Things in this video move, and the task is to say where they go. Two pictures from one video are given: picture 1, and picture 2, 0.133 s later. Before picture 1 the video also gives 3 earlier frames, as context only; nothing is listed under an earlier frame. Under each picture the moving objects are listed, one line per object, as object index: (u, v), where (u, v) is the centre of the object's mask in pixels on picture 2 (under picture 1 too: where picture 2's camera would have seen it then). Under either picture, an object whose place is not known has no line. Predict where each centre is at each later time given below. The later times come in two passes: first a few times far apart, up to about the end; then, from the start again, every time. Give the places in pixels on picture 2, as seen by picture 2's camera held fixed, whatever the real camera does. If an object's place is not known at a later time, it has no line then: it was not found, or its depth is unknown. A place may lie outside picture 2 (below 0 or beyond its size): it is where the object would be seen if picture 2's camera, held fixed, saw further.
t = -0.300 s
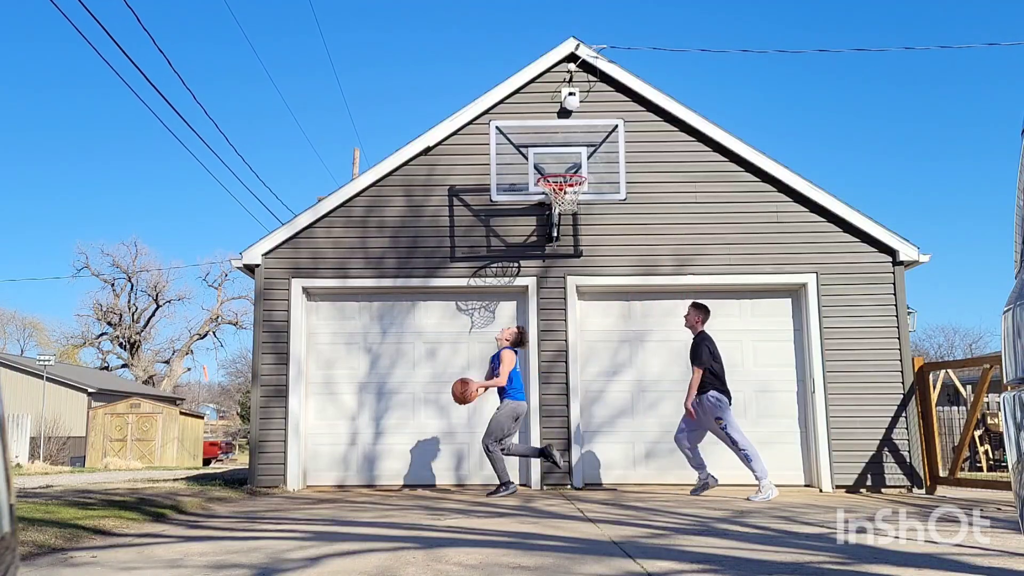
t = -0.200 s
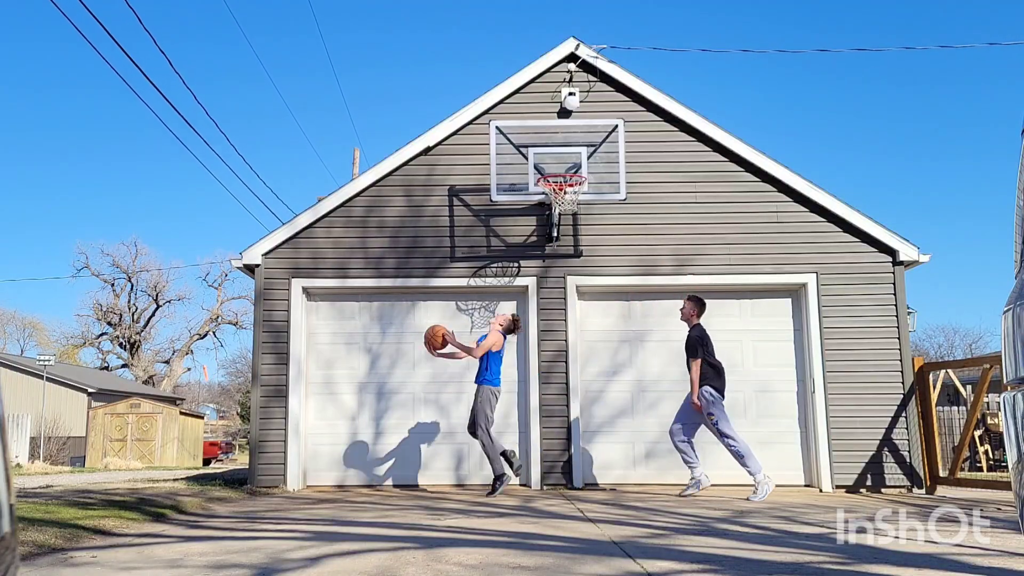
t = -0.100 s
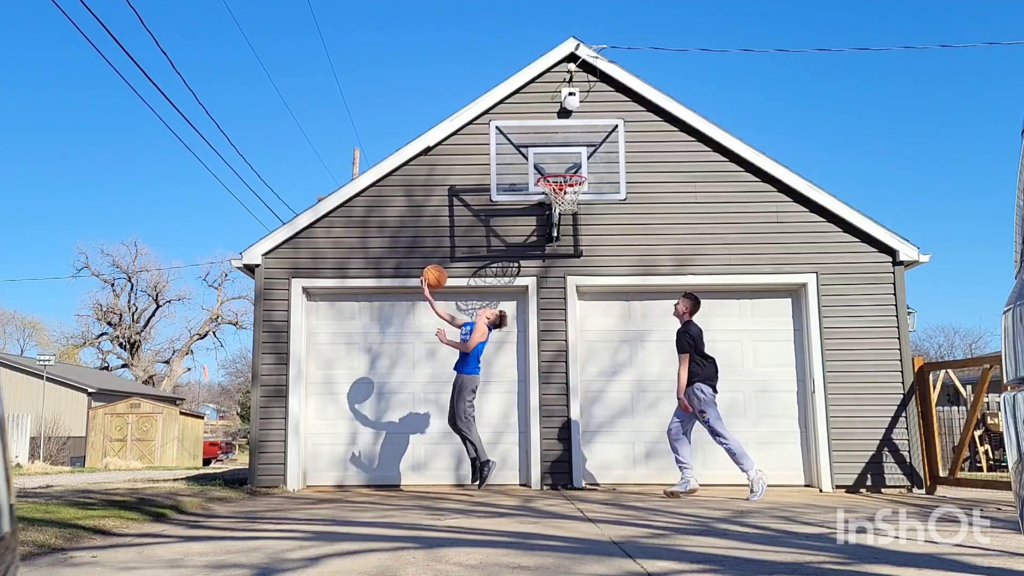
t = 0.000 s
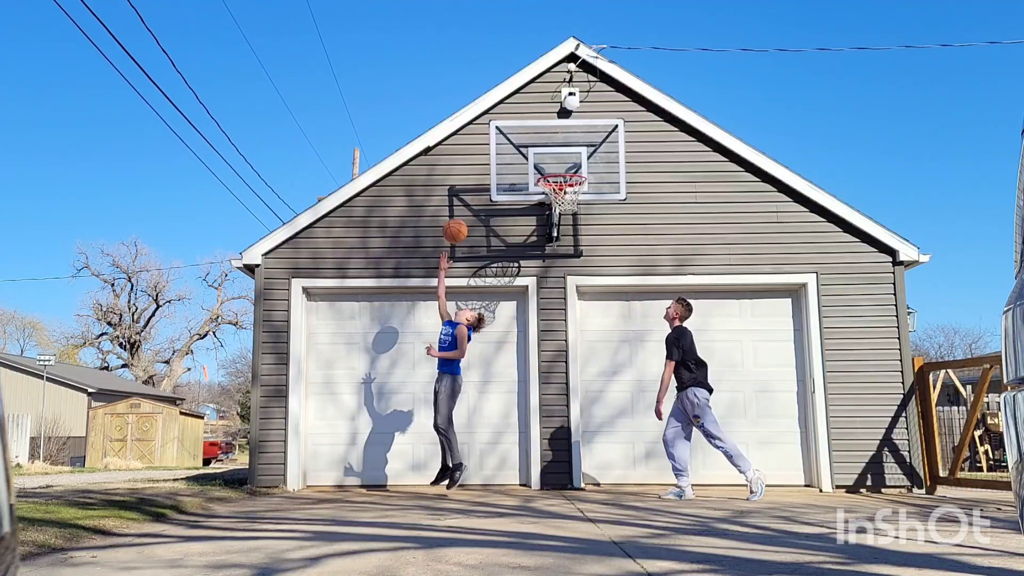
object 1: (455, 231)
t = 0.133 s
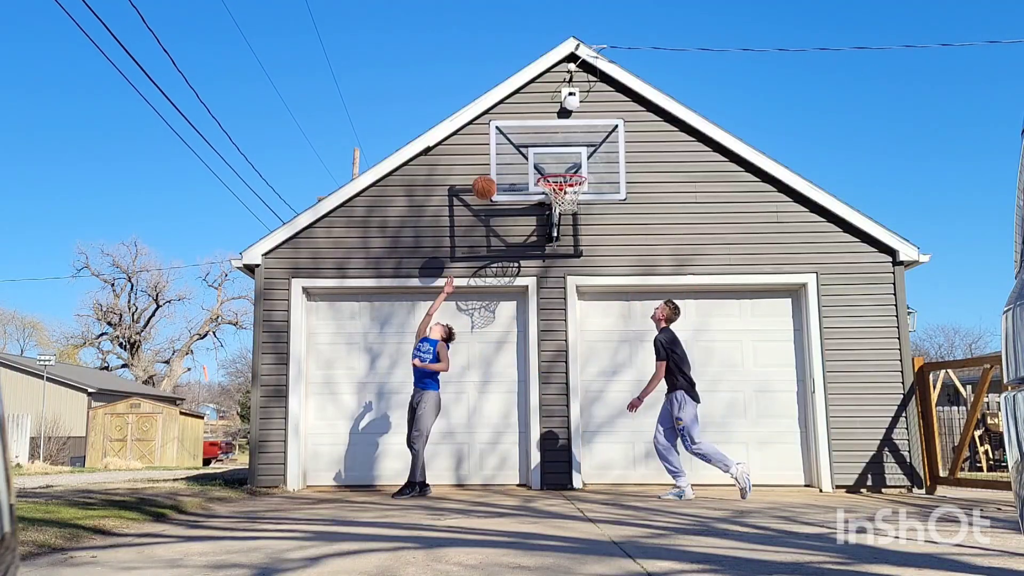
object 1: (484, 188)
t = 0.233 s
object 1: (505, 167)
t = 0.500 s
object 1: (546, 160)
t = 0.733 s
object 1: (575, 205)
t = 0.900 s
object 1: (551, 214)
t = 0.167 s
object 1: (491, 180)
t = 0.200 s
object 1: (498, 173)
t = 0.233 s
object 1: (505, 167)
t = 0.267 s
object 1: (510, 163)
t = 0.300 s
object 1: (515, 159)
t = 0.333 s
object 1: (520, 156)
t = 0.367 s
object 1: (525, 155)
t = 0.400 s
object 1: (531, 154)
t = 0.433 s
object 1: (536, 155)
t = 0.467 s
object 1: (541, 157)
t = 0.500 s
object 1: (546, 160)
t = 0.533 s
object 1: (552, 163)
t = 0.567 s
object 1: (557, 167)
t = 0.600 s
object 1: (562, 174)
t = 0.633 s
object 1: (568, 181)
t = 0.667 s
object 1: (575, 187)
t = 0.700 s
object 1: (582, 199)
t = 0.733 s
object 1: (575, 205)
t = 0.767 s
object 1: (573, 205)
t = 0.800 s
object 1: (567, 206)
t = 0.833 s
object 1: (563, 208)
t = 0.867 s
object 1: (556, 211)
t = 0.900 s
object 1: (551, 214)
